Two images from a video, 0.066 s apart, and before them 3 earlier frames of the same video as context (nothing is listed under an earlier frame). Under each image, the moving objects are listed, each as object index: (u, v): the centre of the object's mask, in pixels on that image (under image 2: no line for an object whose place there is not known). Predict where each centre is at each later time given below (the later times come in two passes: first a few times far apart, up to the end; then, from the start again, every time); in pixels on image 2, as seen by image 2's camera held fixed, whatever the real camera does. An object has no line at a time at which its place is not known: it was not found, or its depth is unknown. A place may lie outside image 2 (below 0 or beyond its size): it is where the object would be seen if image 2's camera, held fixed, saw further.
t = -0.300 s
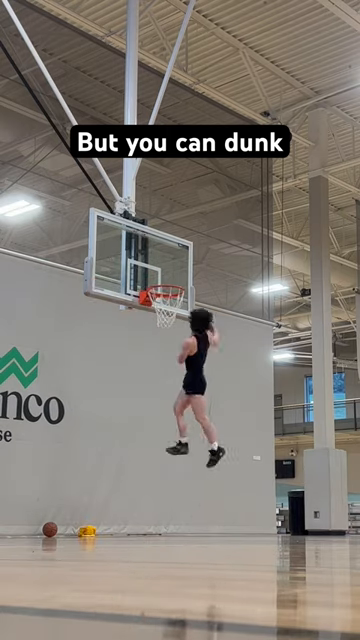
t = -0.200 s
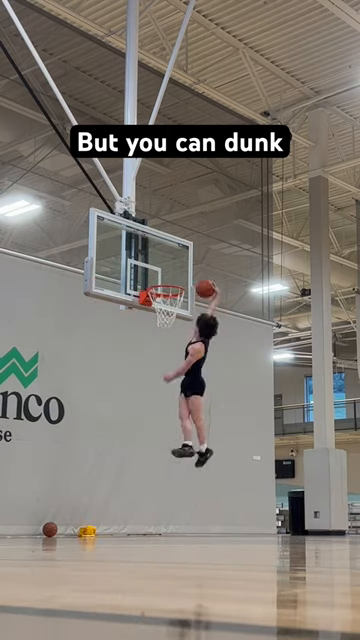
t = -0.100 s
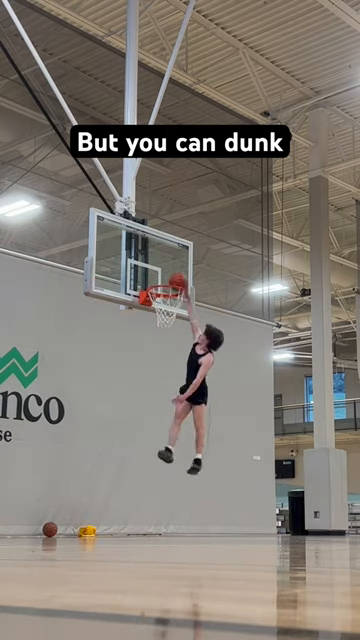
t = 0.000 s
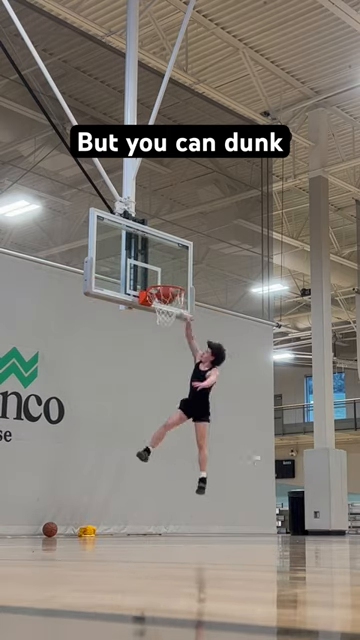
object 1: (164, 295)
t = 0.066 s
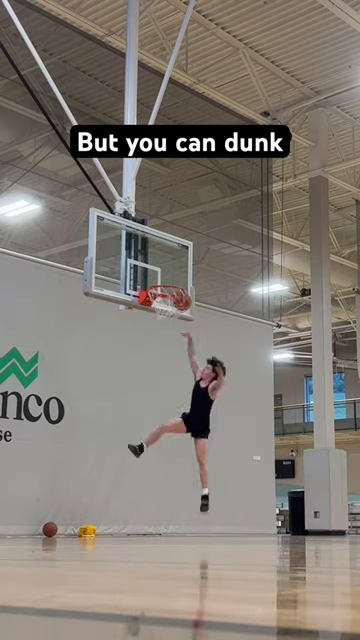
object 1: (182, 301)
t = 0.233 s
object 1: (179, 302)
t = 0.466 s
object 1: (159, 316)
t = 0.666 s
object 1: (145, 350)
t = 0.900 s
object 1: (126, 430)
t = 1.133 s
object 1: (109, 511)
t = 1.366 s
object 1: (100, 436)
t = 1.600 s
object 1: (88, 406)
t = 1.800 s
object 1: (77, 414)
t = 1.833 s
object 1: (75, 419)
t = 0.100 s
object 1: (185, 301)
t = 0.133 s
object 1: (185, 300)
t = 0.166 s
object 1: (184, 303)
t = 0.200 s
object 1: (181, 303)
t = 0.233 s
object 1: (179, 302)
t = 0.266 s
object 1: (177, 303)
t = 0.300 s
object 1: (174, 304)
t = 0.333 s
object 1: (170, 310)
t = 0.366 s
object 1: (169, 310)
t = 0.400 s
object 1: (166, 310)
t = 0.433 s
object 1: (162, 313)
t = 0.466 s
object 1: (159, 316)
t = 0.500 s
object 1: (157, 320)
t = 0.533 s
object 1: (155, 324)
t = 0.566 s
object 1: (152, 329)
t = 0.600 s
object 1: (150, 335)
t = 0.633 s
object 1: (147, 342)
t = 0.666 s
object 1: (145, 350)
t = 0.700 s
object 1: (142, 359)
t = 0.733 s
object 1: (139, 368)
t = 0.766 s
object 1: (137, 379)
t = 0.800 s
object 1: (134, 390)
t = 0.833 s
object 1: (132, 403)
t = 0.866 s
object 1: (129, 416)
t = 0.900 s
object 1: (126, 430)
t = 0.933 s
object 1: (124, 445)
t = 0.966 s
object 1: (121, 461)
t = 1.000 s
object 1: (119, 478)
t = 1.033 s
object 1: (116, 496)
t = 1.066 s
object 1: (113, 515)
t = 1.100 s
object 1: (111, 526)
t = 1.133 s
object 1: (109, 511)
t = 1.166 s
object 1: (108, 497)
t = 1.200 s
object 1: (107, 484)
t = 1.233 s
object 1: (105, 473)
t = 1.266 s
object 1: (104, 462)
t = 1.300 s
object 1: (102, 452)
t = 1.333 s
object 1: (101, 443)
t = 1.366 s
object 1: (100, 436)
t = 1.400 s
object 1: (98, 429)
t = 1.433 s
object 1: (97, 423)
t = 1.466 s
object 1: (95, 418)
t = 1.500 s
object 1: (93, 413)
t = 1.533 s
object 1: (92, 410)
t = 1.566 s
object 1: (90, 407)
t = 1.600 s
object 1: (88, 406)
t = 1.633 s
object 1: (86, 405)
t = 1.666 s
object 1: (85, 405)
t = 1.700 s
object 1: (83, 406)
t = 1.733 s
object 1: (81, 408)
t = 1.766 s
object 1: (79, 411)
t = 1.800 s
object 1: (77, 414)
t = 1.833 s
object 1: (75, 419)
